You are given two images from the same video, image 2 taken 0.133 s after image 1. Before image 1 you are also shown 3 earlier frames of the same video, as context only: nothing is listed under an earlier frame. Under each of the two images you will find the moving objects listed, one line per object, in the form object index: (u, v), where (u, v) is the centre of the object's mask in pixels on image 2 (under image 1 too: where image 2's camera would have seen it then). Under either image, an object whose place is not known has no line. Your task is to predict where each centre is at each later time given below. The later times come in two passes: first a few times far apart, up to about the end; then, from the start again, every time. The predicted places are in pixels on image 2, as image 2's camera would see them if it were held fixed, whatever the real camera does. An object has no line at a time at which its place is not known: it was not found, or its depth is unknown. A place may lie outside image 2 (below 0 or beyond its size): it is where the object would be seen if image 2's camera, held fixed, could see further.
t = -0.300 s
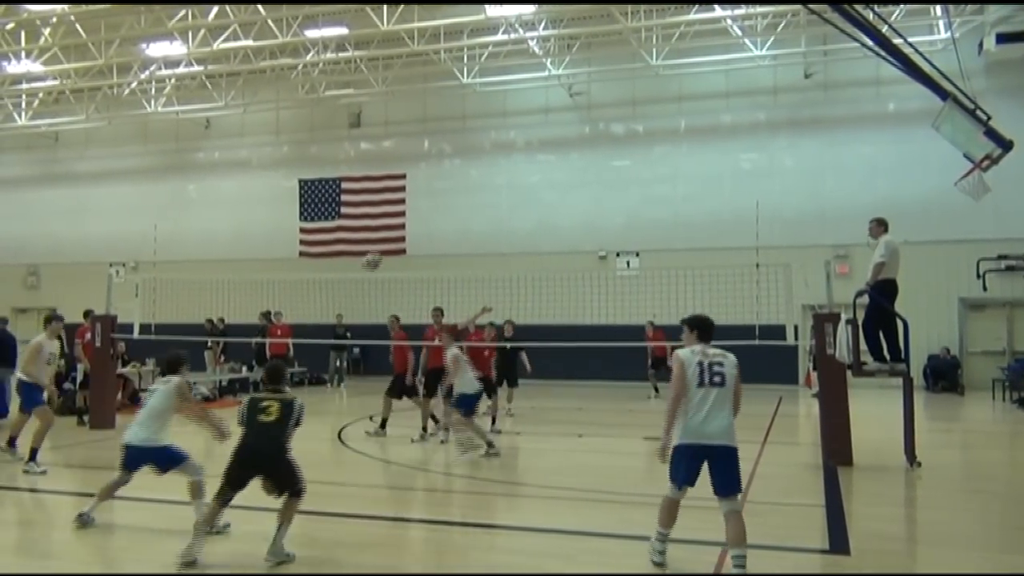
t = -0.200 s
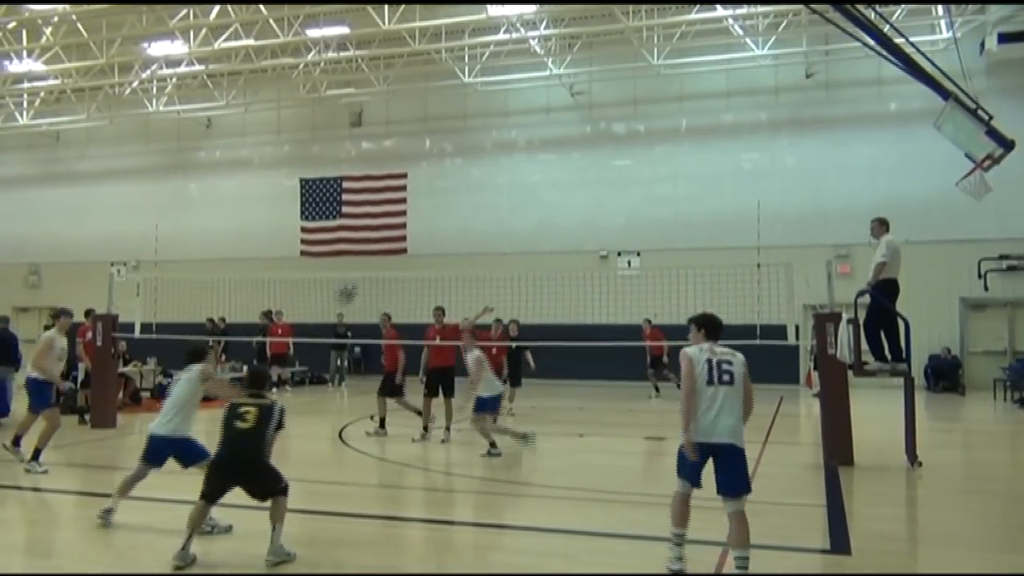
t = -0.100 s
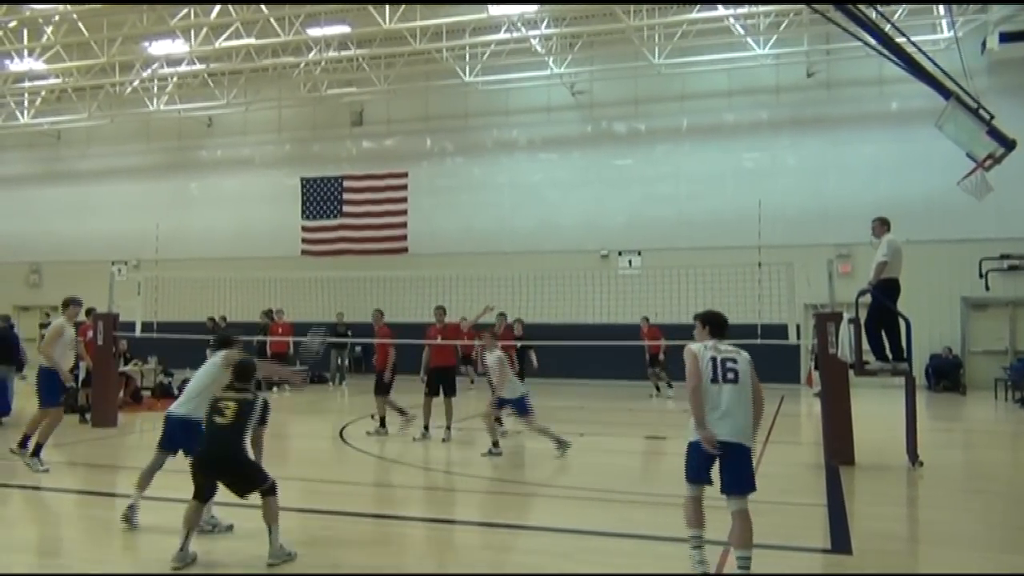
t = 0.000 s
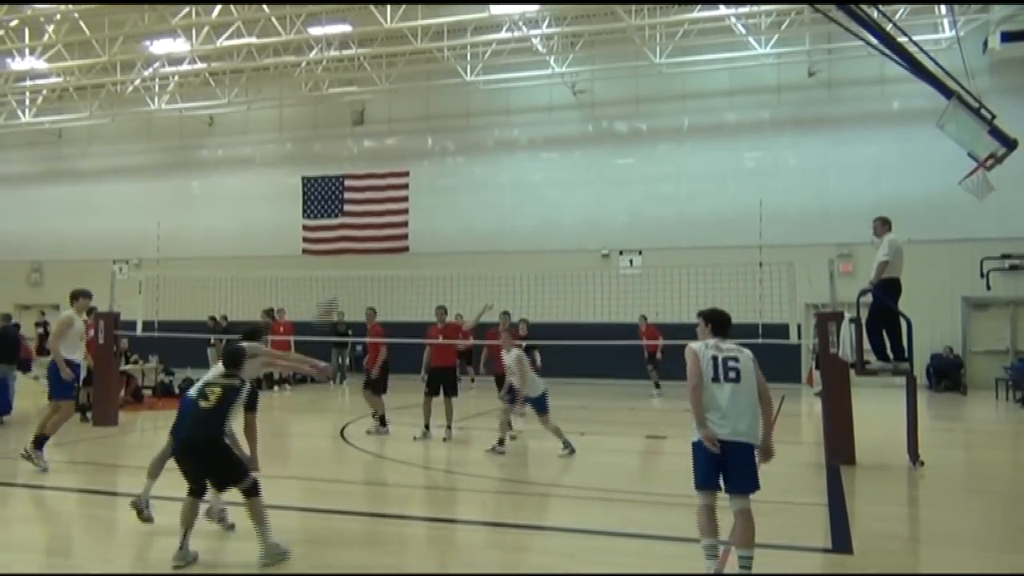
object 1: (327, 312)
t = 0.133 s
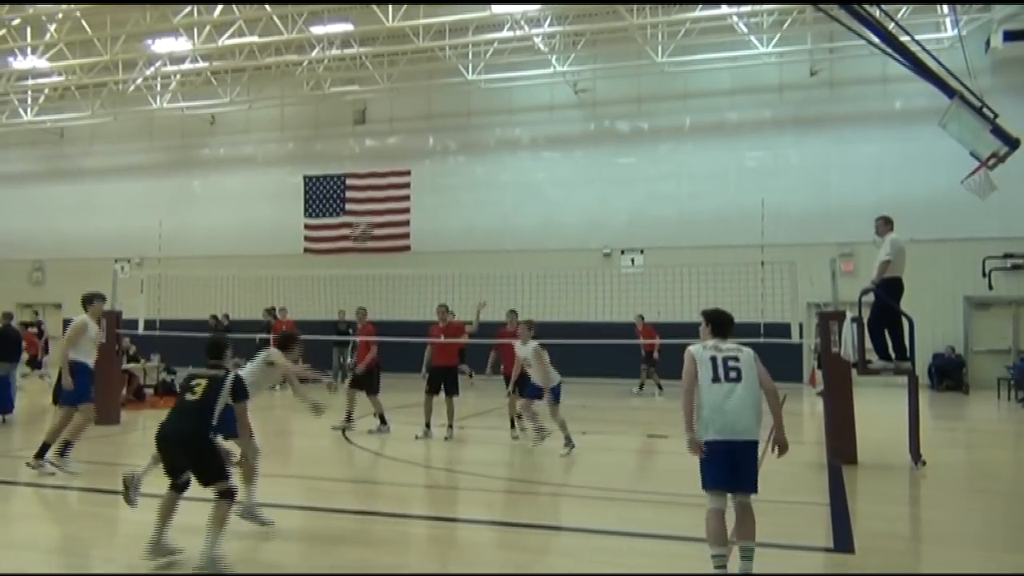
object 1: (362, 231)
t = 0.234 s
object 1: (384, 190)
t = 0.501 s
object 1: (435, 136)
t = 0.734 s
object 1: (470, 145)
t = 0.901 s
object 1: (492, 175)
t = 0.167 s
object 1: (370, 215)
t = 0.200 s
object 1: (377, 201)
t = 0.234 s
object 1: (384, 190)
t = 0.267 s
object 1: (393, 177)
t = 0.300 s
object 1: (399, 170)
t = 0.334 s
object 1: (405, 160)
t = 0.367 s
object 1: (412, 155)
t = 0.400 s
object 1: (418, 148)
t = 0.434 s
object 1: (424, 144)
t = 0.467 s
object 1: (429, 140)
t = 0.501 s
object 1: (435, 136)
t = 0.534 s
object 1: (440, 135)
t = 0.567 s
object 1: (446, 134)
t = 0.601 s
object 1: (451, 135)
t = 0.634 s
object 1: (456, 137)
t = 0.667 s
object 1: (461, 138)
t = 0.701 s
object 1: (466, 141)
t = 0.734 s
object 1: (470, 145)
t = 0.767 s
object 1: (475, 149)
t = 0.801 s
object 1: (478, 155)
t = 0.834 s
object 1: (484, 161)
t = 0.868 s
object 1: (488, 167)
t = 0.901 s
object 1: (492, 175)
